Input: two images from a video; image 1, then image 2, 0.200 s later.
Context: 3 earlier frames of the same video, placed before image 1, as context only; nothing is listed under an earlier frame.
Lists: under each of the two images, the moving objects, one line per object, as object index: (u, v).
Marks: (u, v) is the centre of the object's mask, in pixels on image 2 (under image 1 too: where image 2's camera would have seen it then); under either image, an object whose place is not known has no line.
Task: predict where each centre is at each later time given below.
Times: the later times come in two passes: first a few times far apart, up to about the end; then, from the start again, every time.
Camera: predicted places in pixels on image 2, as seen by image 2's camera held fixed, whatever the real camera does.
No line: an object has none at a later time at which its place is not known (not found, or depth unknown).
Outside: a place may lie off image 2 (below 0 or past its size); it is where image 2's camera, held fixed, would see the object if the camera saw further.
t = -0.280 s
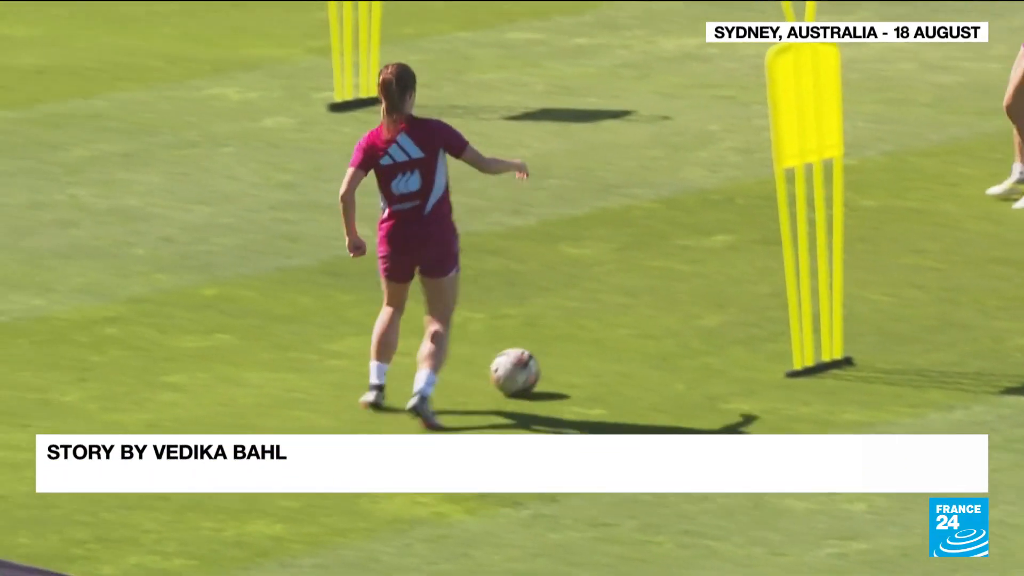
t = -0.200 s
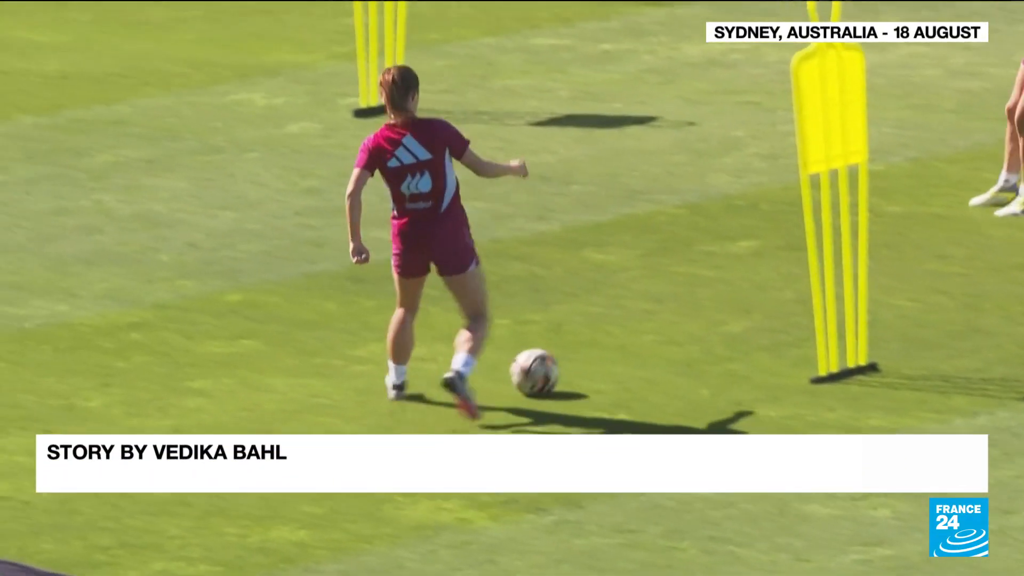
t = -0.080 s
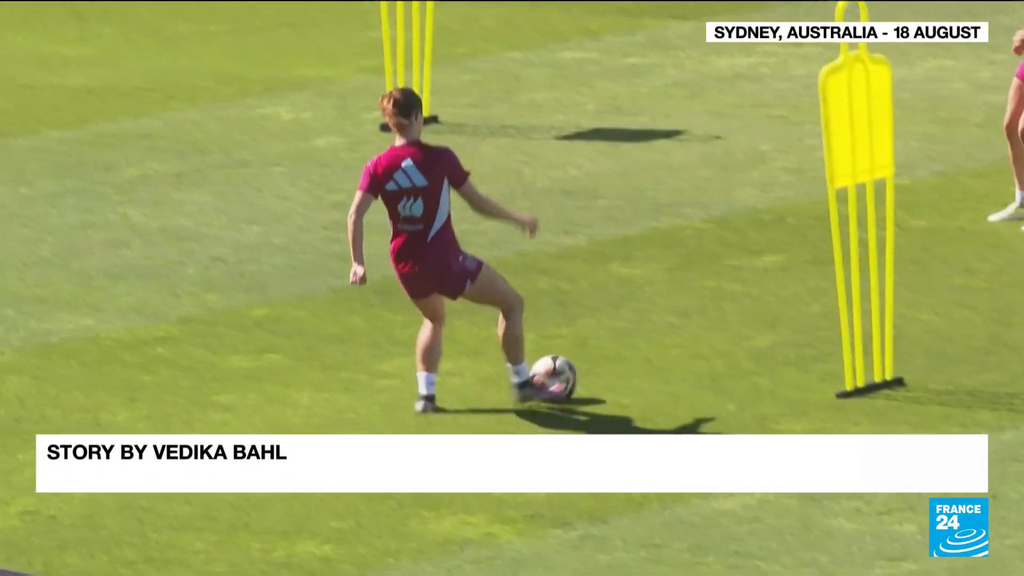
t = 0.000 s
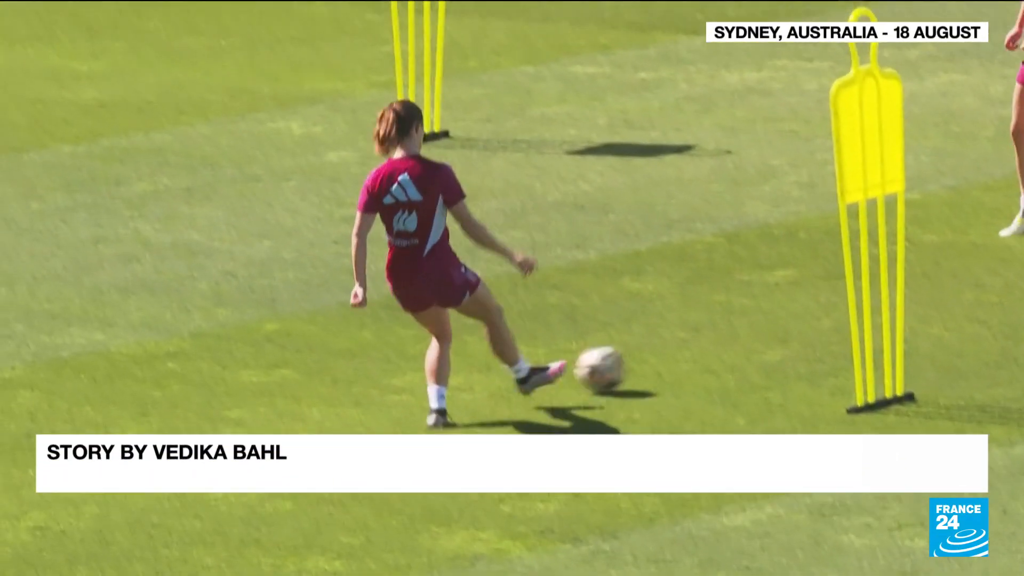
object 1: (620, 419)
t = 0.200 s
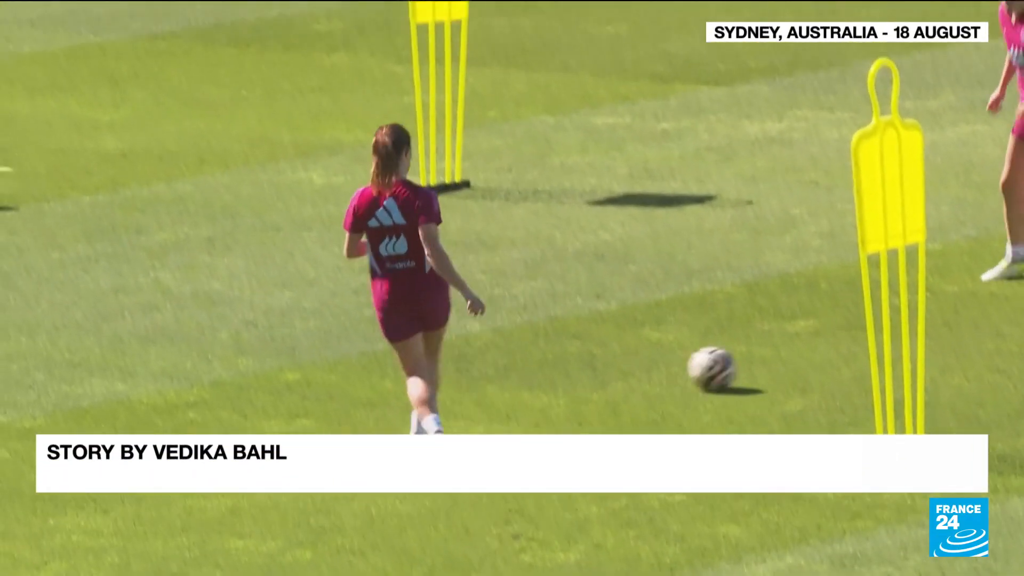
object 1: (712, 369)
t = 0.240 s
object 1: (727, 360)
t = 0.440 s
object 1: (787, 320)
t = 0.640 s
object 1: (826, 290)
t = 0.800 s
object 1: (844, 270)
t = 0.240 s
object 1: (727, 360)
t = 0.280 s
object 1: (740, 351)
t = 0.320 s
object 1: (754, 342)
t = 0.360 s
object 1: (765, 335)
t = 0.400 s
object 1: (777, 328)
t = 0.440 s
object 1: (787, 320)
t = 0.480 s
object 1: (796, 313)
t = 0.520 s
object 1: (805, 308)
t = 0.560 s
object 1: (812, 302)
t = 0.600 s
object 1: (820, 296)
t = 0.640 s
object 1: (826, 290)
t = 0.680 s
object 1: (831, 285)
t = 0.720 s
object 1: (836, 279)
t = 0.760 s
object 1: (841, 274)
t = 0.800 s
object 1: (844, 270)
